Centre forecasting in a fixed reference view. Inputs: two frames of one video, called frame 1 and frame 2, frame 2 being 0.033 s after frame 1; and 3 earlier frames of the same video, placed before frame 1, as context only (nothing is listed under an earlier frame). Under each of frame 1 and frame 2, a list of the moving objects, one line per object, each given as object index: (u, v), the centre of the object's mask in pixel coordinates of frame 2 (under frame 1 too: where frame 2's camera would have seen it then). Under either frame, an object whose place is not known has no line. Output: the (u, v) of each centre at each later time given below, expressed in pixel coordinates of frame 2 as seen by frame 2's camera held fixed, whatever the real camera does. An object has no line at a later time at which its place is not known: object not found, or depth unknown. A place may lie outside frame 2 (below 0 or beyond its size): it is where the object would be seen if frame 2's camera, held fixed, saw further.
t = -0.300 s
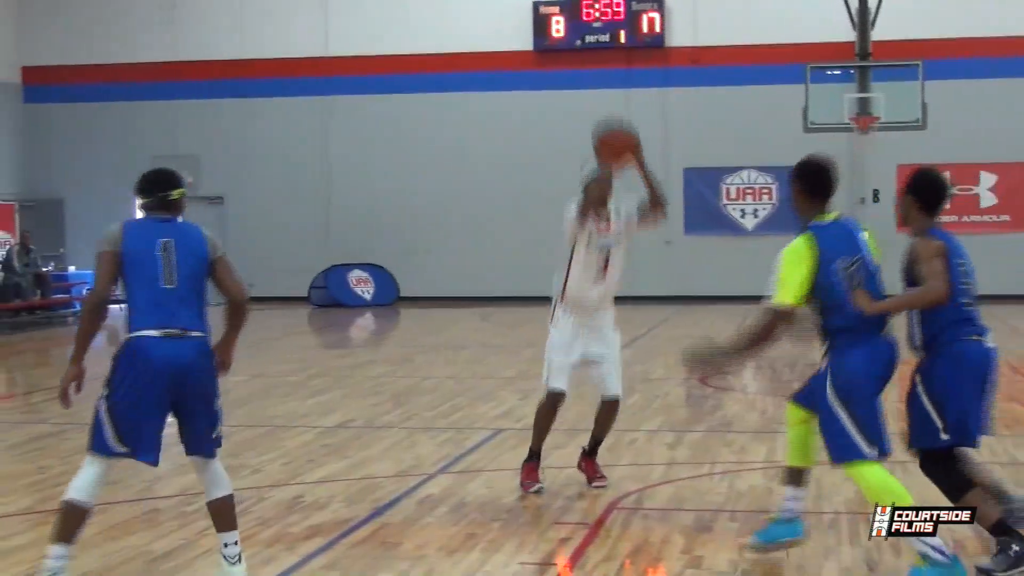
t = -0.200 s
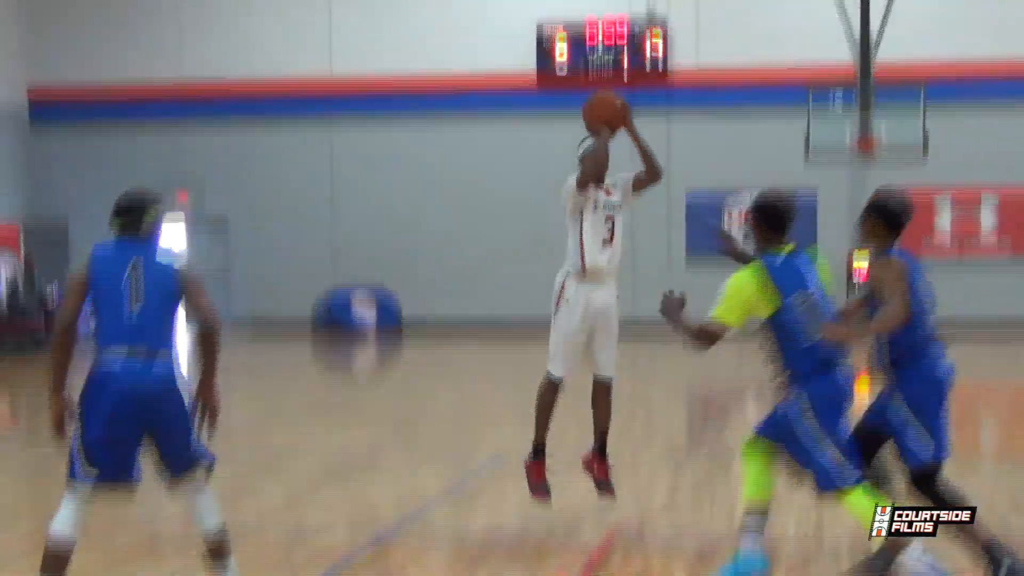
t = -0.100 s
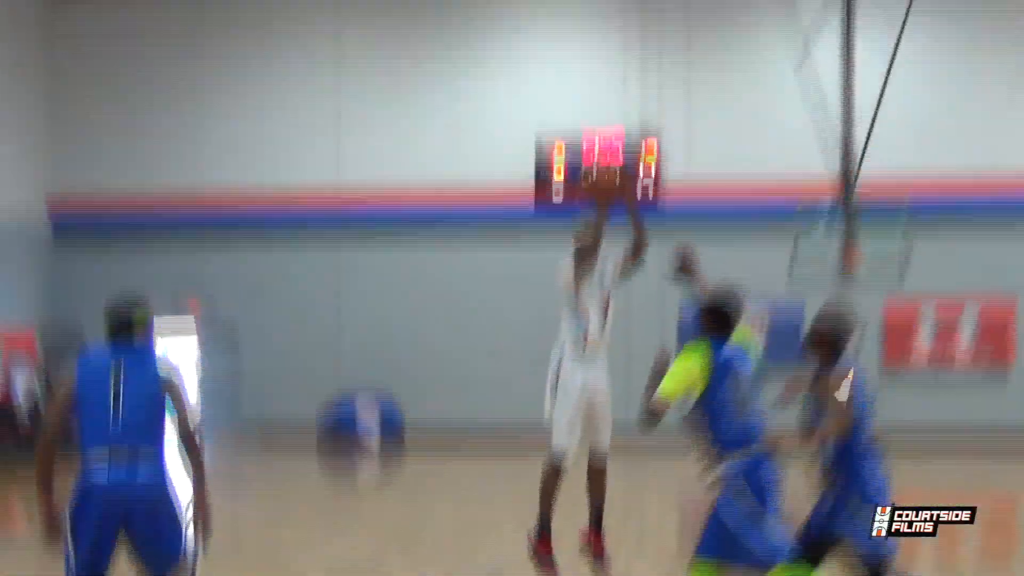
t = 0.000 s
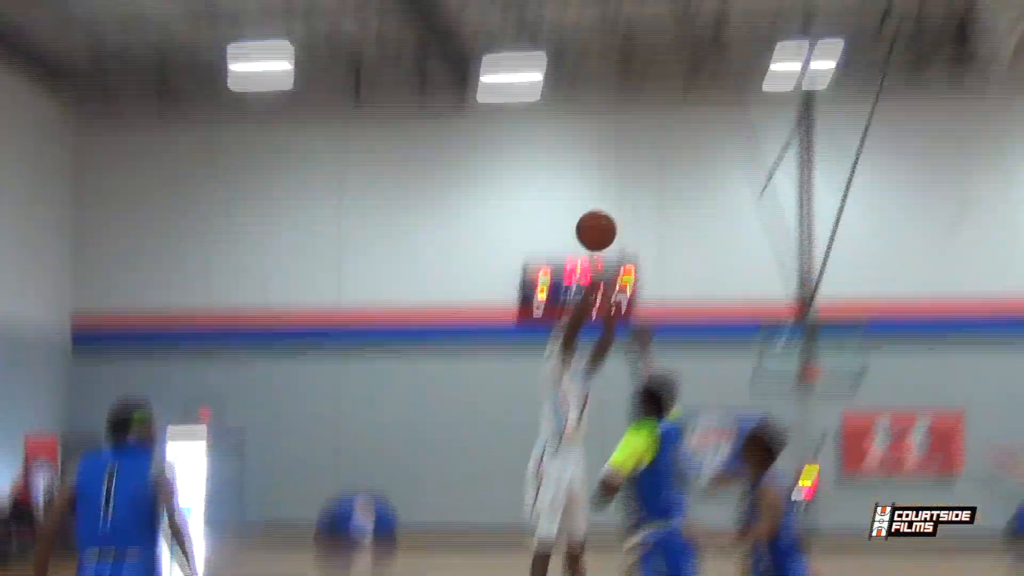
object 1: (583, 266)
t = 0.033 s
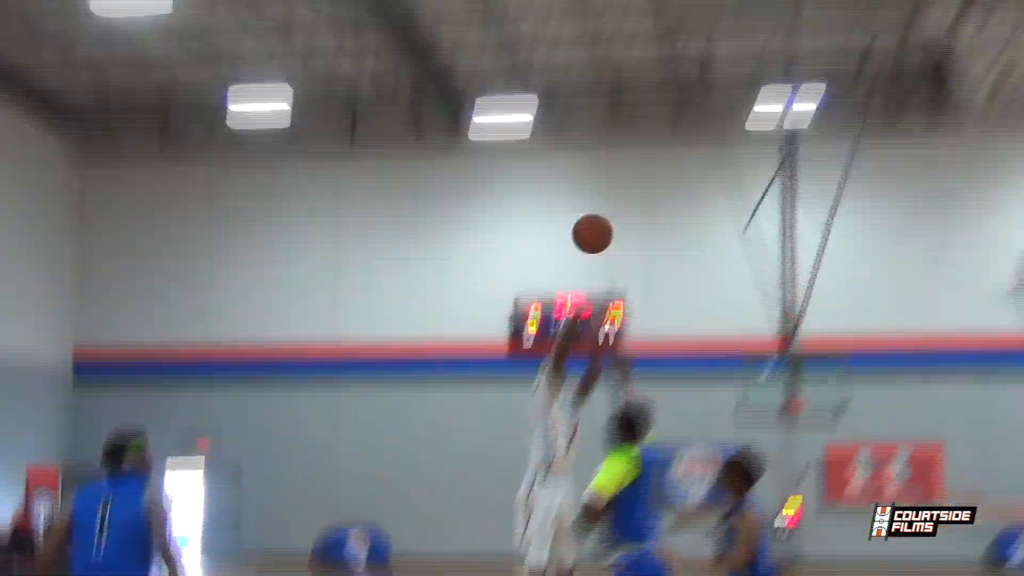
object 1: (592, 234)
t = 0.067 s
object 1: (600, 203)
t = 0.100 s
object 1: (608, 173)
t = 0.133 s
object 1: (617, 144)
